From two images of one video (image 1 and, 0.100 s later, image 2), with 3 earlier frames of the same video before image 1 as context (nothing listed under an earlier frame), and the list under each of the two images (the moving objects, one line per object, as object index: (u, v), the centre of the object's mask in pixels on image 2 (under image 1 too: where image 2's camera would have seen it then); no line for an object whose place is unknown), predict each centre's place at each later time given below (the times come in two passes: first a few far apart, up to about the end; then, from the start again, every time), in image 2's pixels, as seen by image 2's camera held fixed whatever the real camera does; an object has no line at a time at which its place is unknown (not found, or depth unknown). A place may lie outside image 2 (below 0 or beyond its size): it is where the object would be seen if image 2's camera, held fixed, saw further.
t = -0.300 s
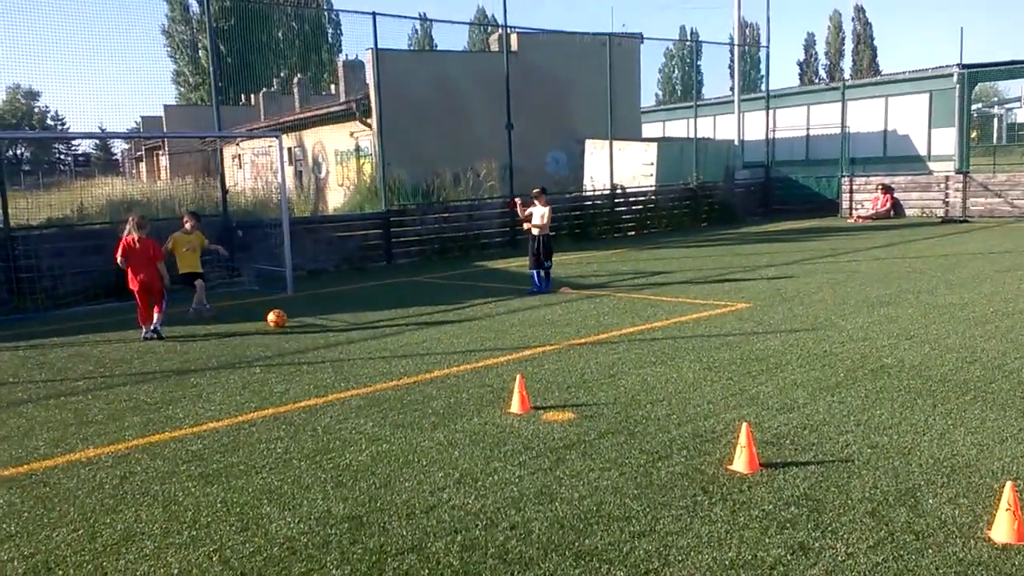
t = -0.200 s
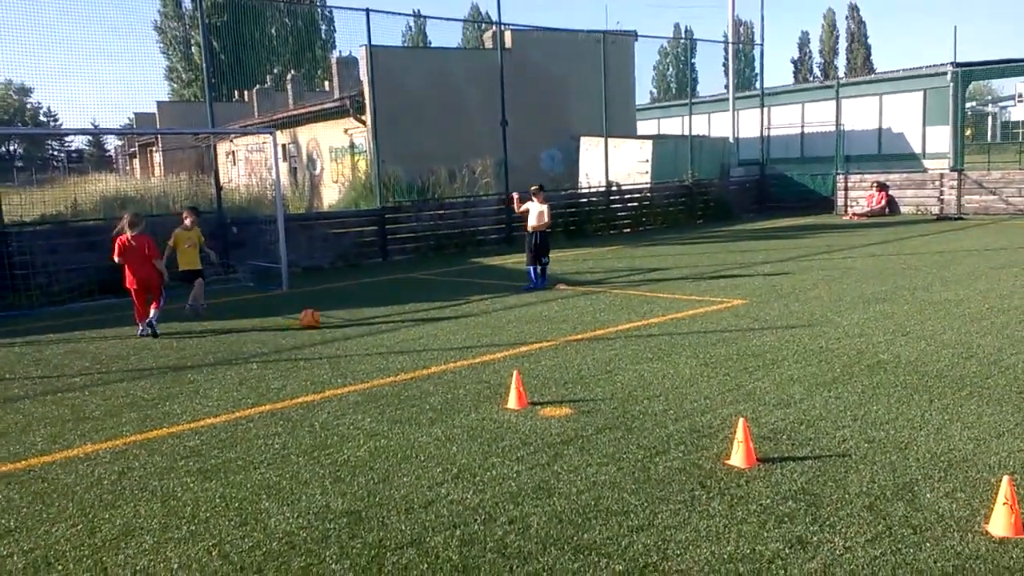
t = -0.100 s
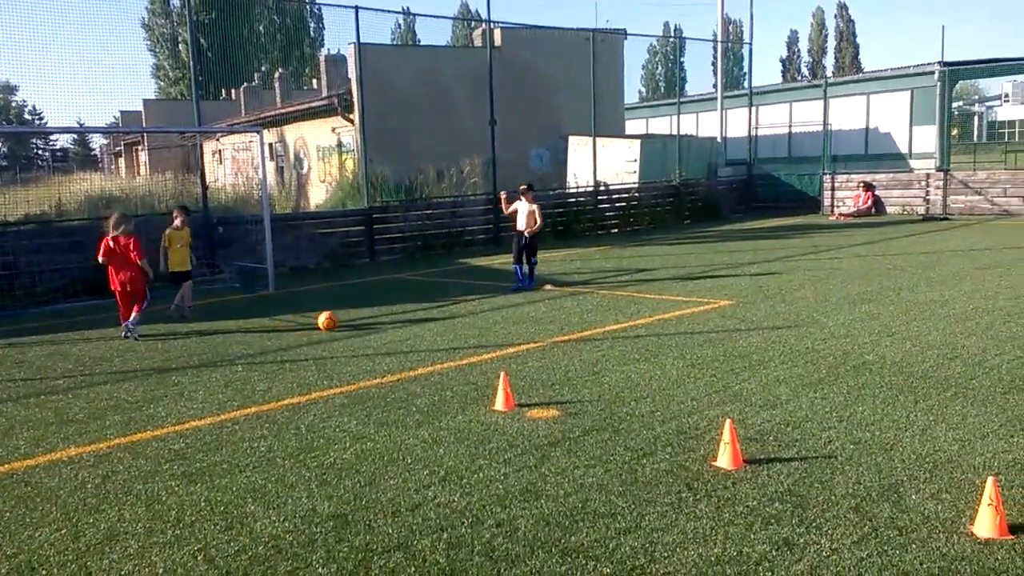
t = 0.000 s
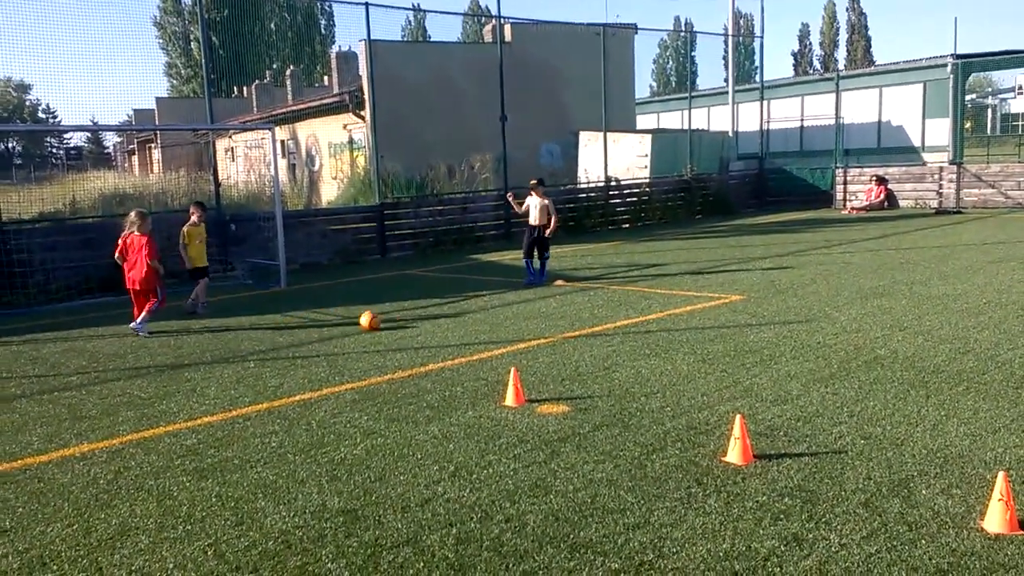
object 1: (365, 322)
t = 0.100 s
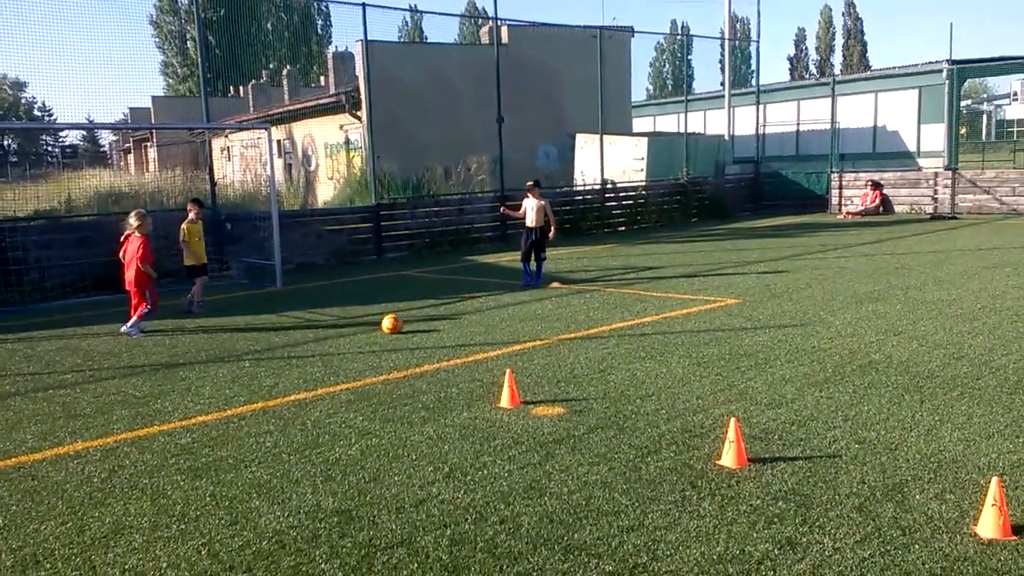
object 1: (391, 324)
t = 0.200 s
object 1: (415, 327)
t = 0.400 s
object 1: (458, 331)
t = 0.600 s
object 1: (500, 335)
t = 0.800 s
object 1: (541, 339)
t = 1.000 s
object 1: (584, 344)
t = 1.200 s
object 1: (626, 349)
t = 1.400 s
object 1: (670, 352)
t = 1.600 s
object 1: (711, 357)
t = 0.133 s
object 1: (400, 325)
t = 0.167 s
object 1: (407, 326)
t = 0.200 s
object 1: (415, 327)
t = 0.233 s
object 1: (423, 327)
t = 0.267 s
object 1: (429, 327)
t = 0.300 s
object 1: (436, 329)
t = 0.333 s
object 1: (444, 330)
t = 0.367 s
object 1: (450, 330)
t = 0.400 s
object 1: (458, 331)
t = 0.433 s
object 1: (465, 331)
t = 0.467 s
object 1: (472, 332)
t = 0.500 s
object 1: (479, 333)
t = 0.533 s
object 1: (486, 334)
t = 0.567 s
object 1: (493, 334)
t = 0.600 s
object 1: (500, 335)
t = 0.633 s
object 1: (508, 336)
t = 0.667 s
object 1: (515, 336)
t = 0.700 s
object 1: (521, 337)
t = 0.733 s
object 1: (528, 338)
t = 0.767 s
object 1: (535, 339)
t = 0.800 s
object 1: (541, 339)
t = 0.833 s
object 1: (549, 340)
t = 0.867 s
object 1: (556, 341)
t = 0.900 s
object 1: (563, 342)
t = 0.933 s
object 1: (569, 343)
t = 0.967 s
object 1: (577, 343)
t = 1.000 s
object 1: (584, 344)
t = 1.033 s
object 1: (591, 345)
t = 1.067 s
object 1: (598, 345)
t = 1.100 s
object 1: (605, 346)
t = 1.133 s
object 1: (612, 347)
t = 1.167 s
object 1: (620, 348)
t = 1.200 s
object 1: (626, 349)
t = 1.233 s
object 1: (634, 350)
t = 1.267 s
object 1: (640, 350)
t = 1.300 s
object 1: (648, 351)
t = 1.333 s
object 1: (655, 352)
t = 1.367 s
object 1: (662, 352)
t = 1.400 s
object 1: (670, 352)
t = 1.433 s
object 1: (676, 353)
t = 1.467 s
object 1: (683, 354)
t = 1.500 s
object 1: (690, 354)
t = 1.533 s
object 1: (697, 355)
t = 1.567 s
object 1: (704, 356)
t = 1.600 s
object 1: (711, 357)
